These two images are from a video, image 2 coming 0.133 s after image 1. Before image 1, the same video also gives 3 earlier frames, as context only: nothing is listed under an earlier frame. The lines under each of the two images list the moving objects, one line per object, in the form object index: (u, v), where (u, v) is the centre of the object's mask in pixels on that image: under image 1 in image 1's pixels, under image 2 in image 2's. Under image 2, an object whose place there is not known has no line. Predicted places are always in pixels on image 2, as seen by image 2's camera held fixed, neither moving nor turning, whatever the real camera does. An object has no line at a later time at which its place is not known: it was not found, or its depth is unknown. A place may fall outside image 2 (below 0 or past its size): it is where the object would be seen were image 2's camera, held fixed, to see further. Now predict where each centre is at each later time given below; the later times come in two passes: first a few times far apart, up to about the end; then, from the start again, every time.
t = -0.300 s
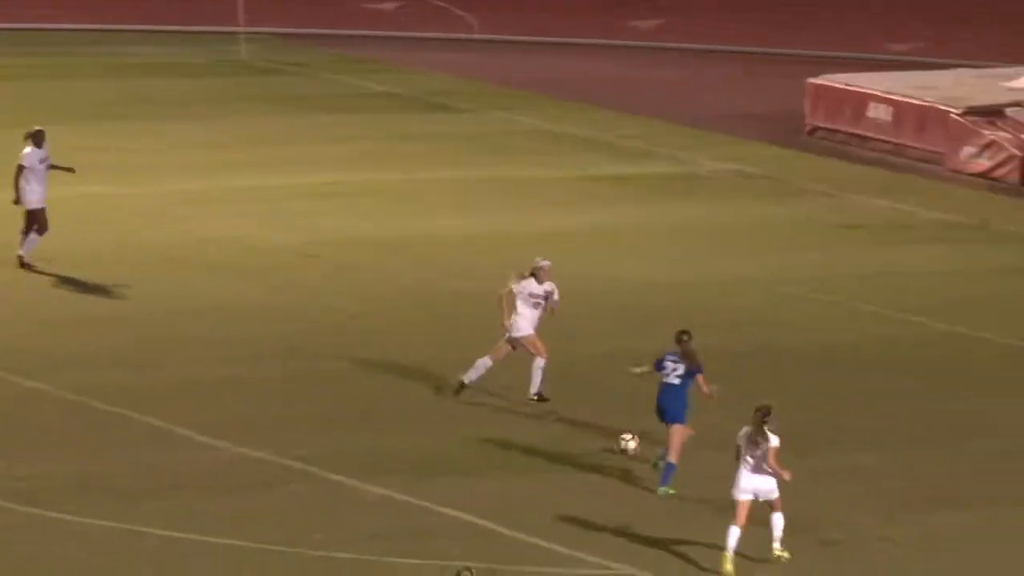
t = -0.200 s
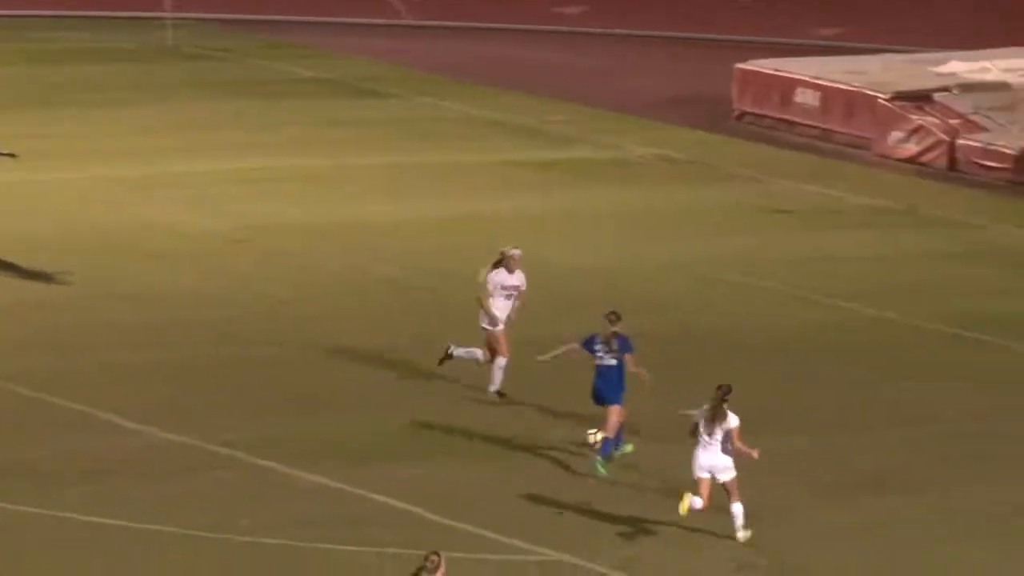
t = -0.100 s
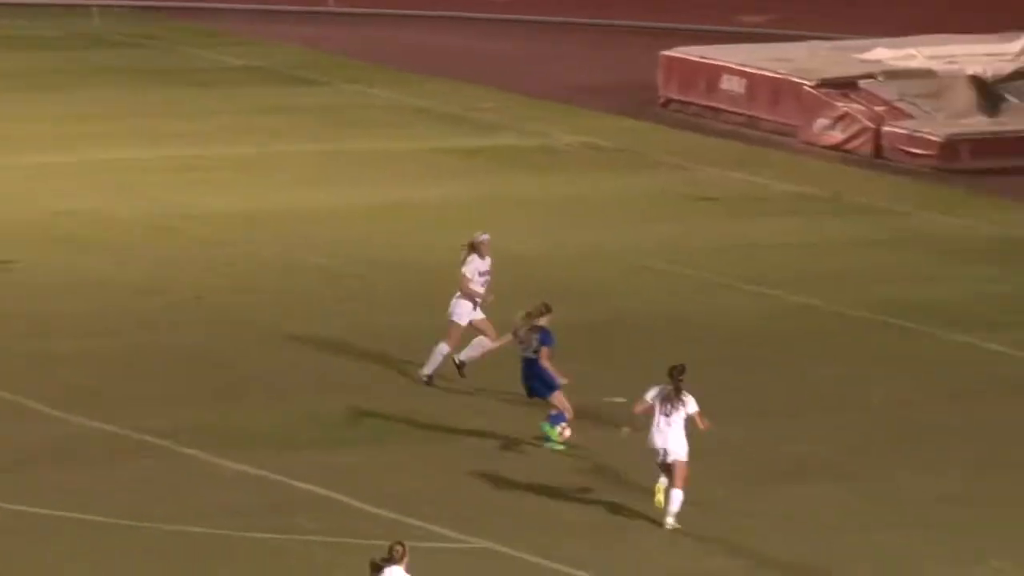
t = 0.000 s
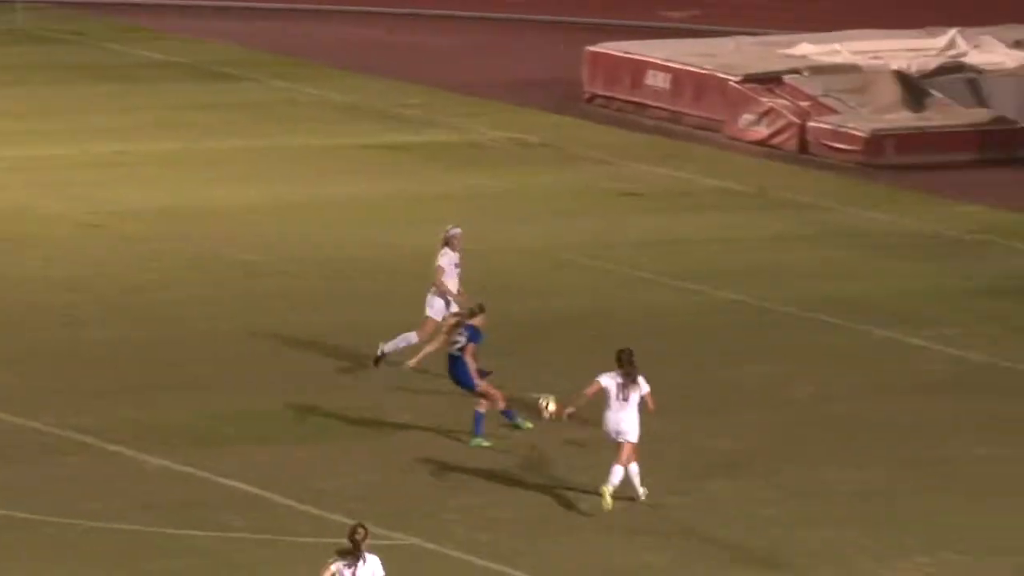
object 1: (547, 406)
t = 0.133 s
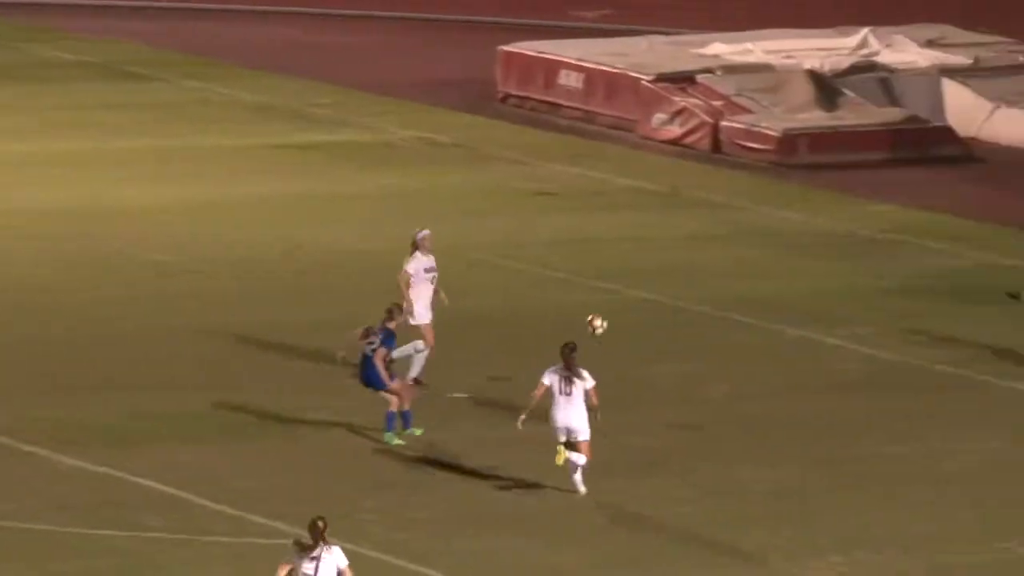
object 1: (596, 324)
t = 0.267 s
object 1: (727, 263)
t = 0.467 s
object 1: (915, 213)
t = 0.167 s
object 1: (629, 306)
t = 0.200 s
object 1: (662, 291)
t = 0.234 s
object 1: (693, 276)
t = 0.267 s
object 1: (727, 263)
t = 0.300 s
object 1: (758, 252)
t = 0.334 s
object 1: (791, 242)
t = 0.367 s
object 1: (823, 233)
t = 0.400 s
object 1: (854, 224)
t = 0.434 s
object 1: (885, 218)
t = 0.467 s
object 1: (915, 213)
